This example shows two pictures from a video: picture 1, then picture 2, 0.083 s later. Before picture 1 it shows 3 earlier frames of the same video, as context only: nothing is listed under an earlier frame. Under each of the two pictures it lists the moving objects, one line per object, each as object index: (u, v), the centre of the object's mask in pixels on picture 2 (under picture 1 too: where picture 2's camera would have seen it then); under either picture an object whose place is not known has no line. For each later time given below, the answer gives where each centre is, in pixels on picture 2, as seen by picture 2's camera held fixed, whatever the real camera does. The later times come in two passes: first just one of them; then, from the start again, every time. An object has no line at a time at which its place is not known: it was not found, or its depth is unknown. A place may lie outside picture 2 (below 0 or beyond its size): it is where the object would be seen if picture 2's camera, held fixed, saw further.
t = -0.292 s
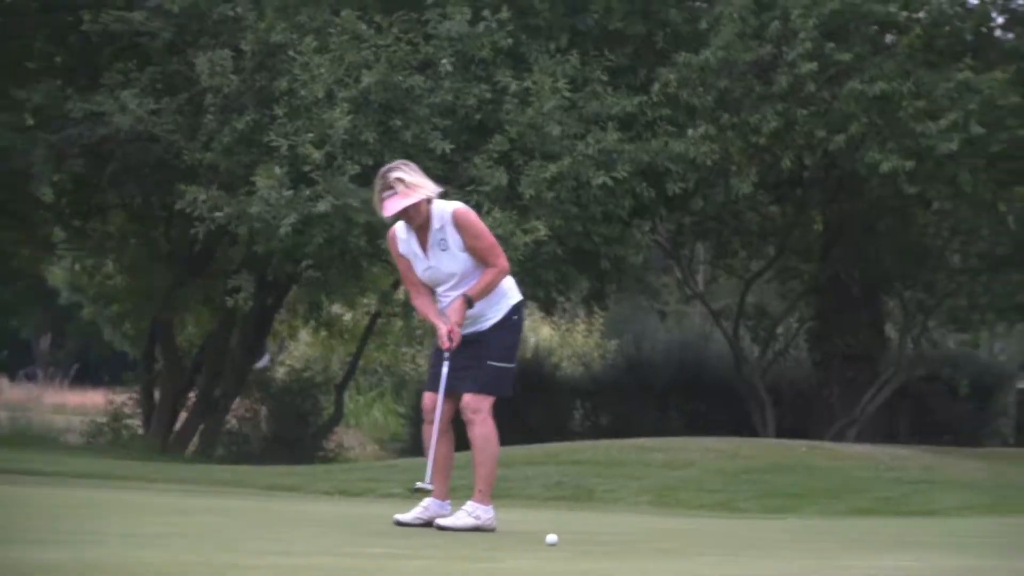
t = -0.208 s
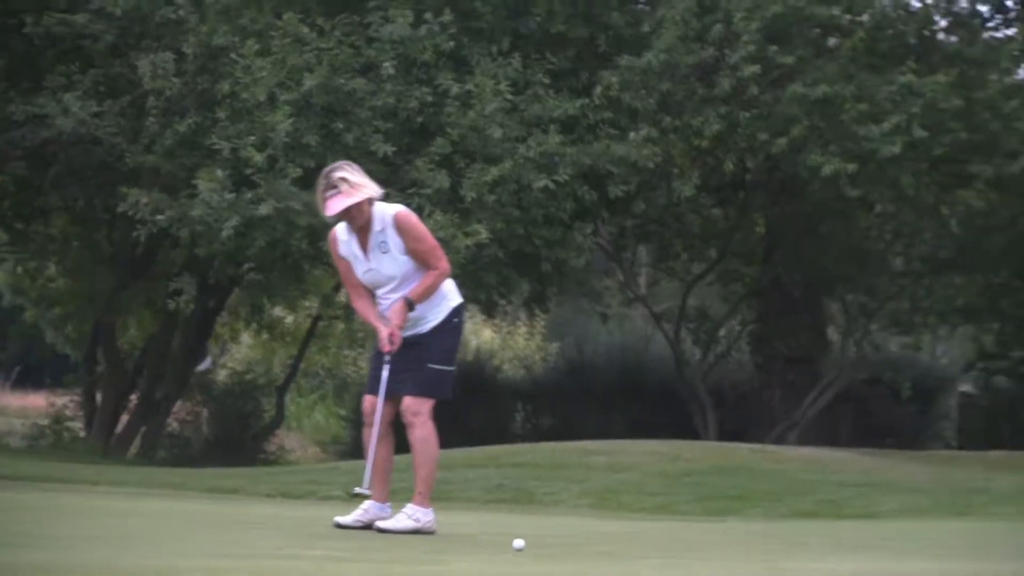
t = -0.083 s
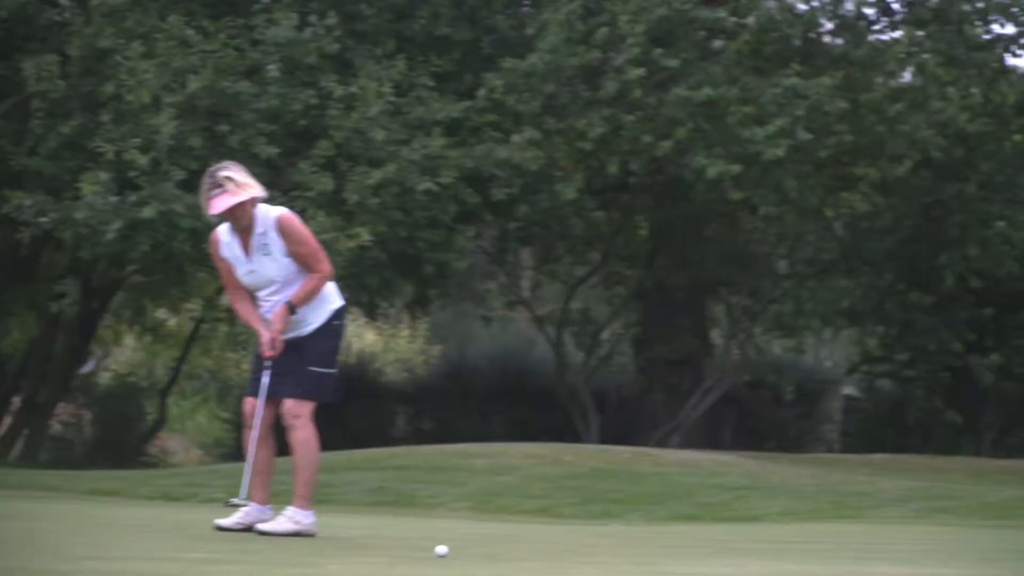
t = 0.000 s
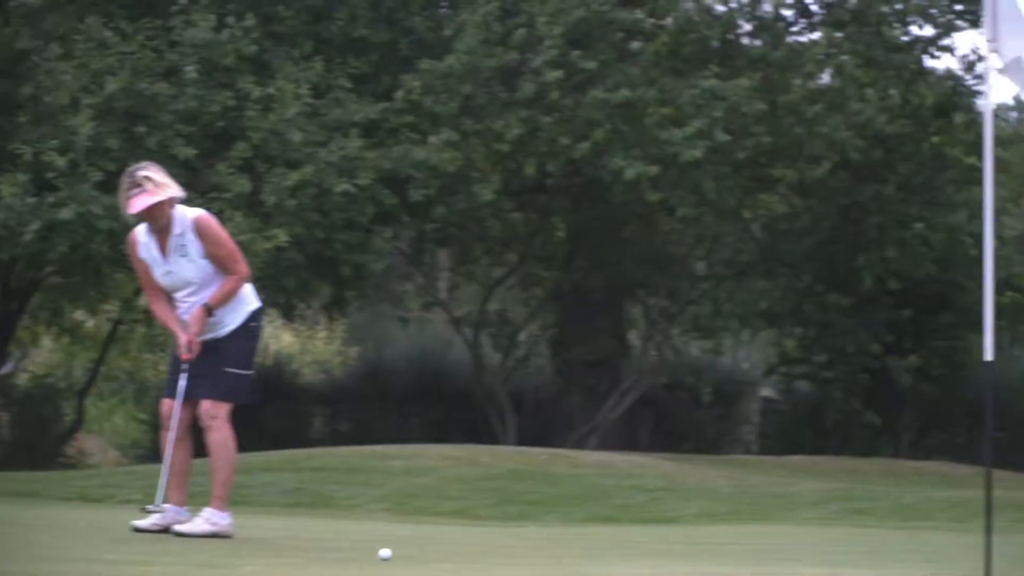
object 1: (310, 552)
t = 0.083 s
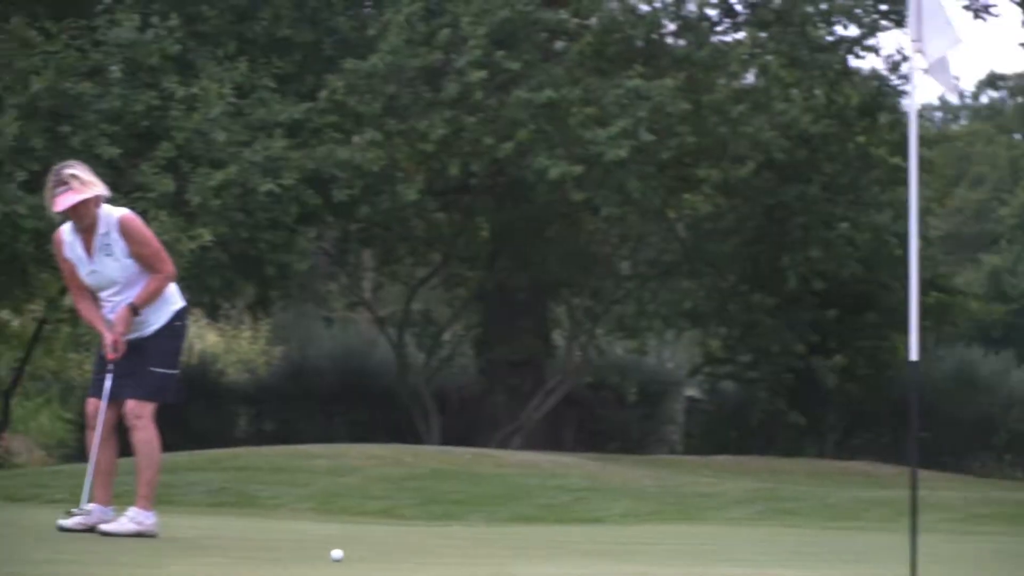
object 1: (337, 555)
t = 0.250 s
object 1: (389, 562)
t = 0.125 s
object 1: (347, 557)
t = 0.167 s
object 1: (363, 558)
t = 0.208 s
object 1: (373, 560)
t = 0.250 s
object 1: (389, 562)
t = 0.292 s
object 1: (399, 564)
